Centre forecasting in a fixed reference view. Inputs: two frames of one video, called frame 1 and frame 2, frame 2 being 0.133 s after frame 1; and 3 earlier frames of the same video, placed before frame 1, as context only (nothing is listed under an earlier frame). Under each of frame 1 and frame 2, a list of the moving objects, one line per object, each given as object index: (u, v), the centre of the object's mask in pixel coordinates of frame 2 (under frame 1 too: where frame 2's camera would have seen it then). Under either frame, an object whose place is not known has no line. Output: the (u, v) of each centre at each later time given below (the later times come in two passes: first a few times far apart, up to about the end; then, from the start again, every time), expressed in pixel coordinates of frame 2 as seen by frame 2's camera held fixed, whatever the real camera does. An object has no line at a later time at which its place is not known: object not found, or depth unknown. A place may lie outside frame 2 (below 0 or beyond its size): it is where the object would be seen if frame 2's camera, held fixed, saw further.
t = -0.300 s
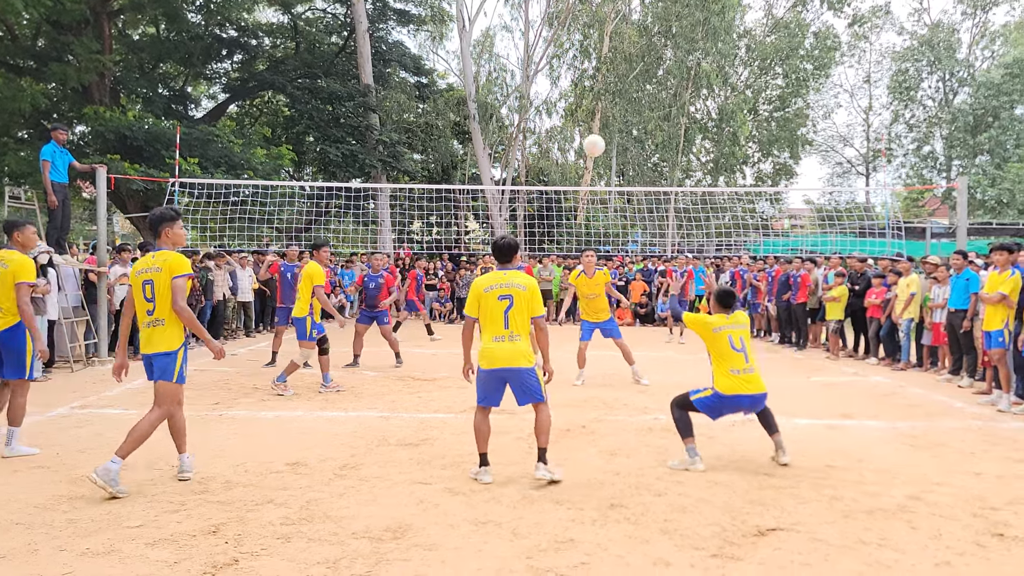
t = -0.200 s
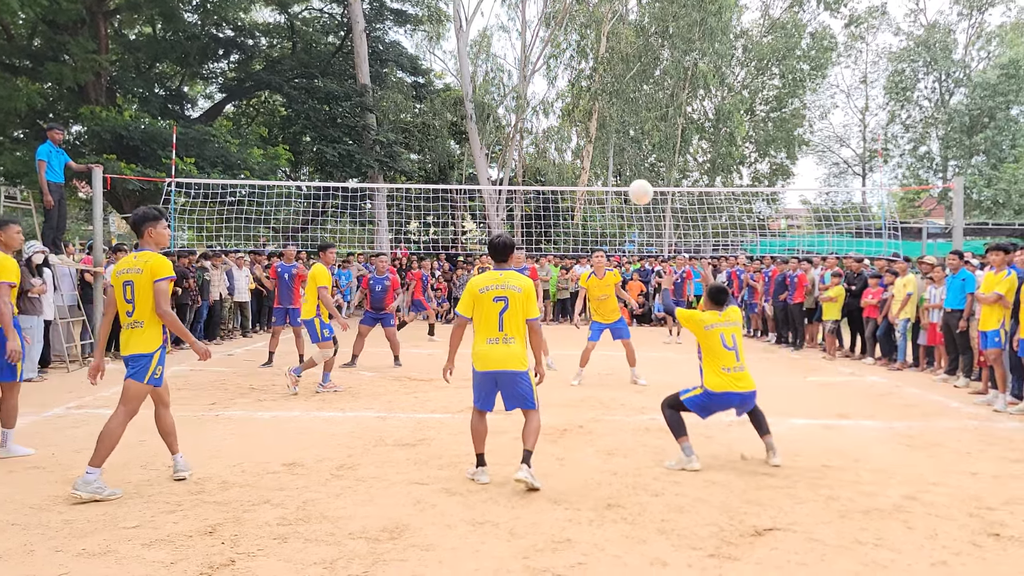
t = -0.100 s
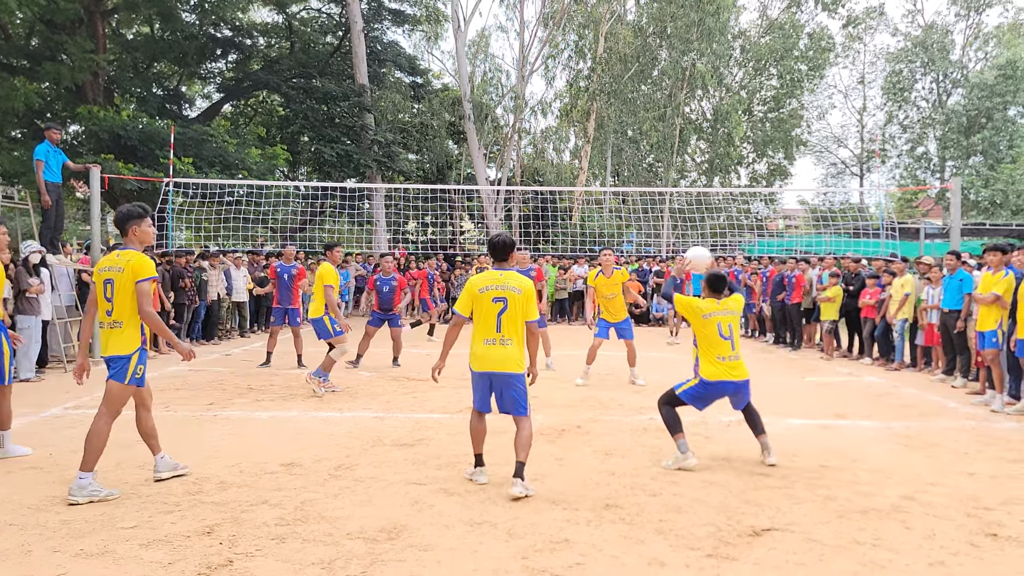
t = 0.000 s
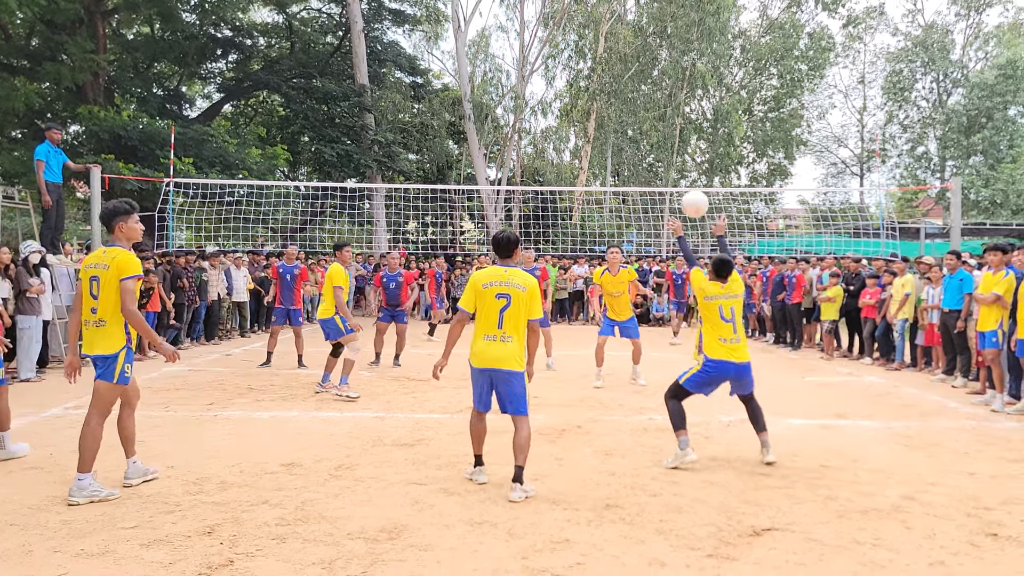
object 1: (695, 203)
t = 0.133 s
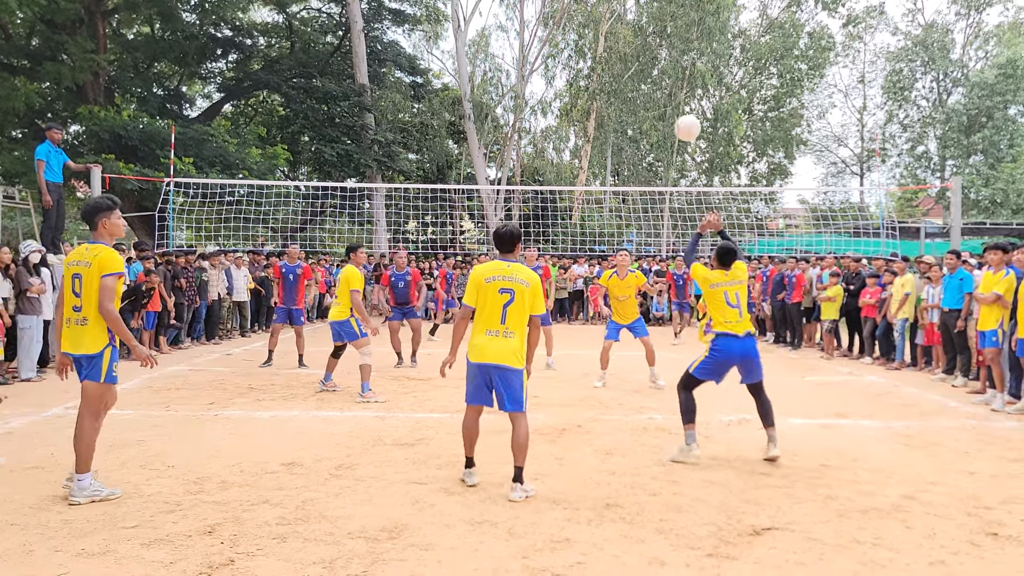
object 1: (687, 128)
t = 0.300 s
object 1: (678, 73)
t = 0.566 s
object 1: (665, 56)
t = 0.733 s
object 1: (658, 81)
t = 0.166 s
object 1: (686, 114)
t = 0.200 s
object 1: (684, 101)
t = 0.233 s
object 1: (682, 90)
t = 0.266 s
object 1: (680, 81)
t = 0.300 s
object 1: (678, 73)
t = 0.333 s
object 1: (677, 66)
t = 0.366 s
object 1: (675, 61)
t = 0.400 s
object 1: (673, 57)
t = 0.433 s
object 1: (672, 55)
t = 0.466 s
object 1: (670, 53)
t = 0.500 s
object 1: (668, 53)
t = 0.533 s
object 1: (667, 54)
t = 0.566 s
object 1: (665, 56)
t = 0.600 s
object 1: (663, 59)
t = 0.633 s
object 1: (662, 63)
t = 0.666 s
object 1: (661, 68)
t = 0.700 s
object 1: (659, 74)
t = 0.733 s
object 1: (658, 81)
